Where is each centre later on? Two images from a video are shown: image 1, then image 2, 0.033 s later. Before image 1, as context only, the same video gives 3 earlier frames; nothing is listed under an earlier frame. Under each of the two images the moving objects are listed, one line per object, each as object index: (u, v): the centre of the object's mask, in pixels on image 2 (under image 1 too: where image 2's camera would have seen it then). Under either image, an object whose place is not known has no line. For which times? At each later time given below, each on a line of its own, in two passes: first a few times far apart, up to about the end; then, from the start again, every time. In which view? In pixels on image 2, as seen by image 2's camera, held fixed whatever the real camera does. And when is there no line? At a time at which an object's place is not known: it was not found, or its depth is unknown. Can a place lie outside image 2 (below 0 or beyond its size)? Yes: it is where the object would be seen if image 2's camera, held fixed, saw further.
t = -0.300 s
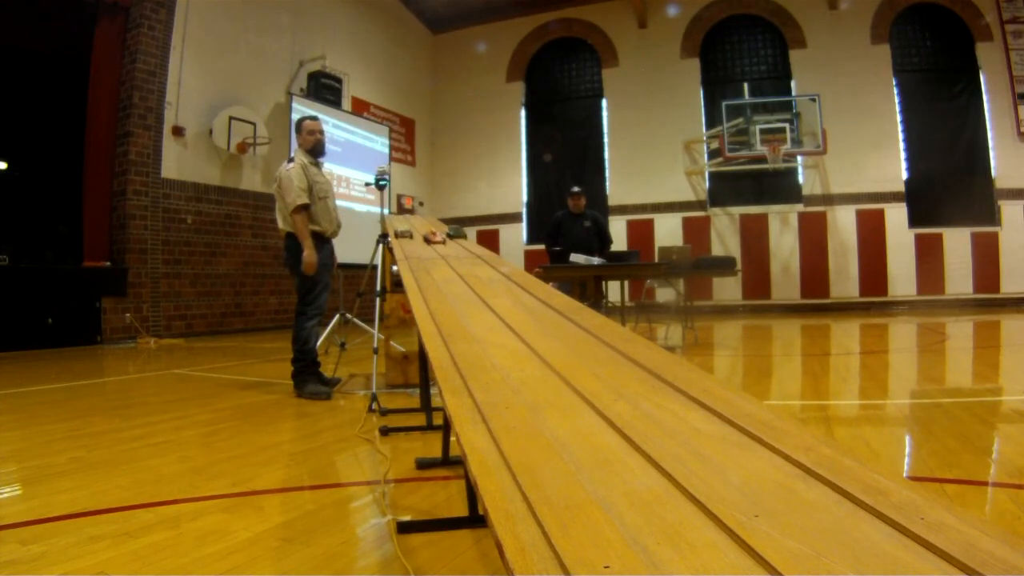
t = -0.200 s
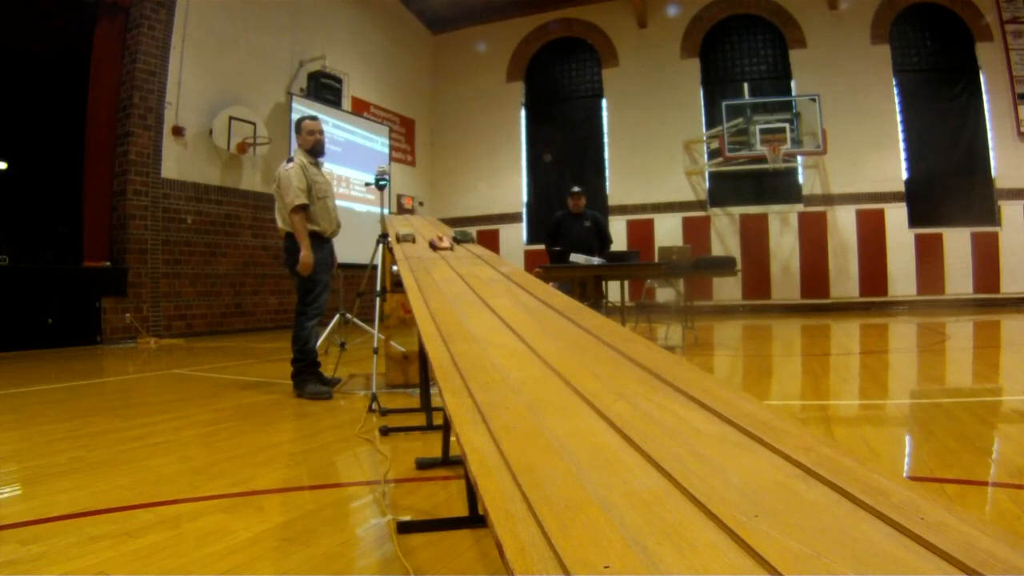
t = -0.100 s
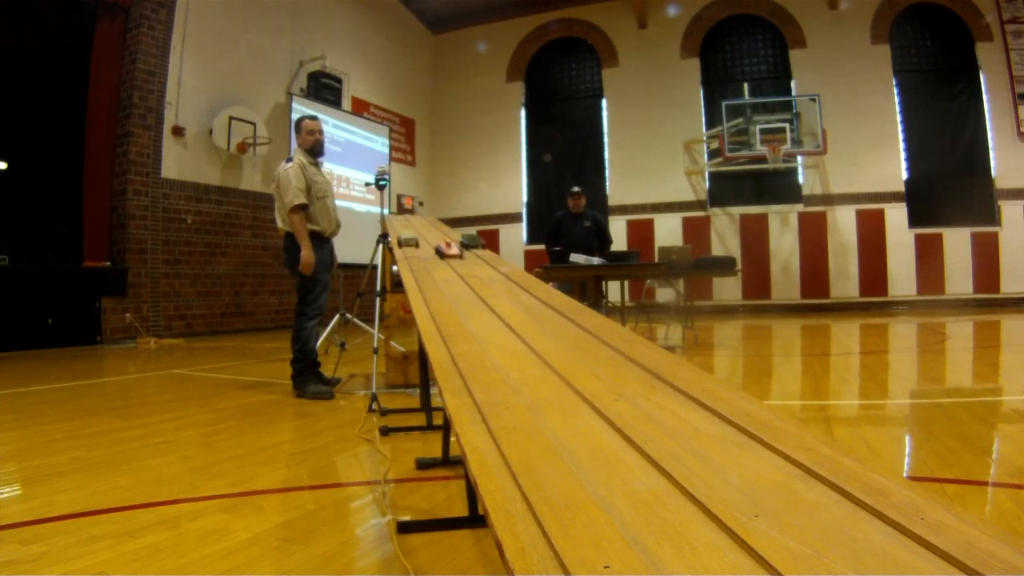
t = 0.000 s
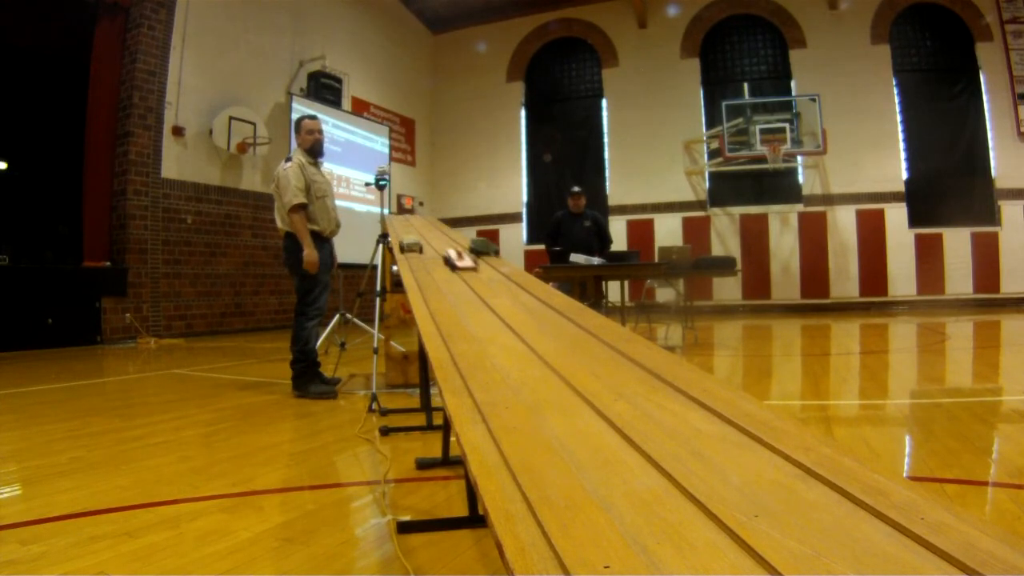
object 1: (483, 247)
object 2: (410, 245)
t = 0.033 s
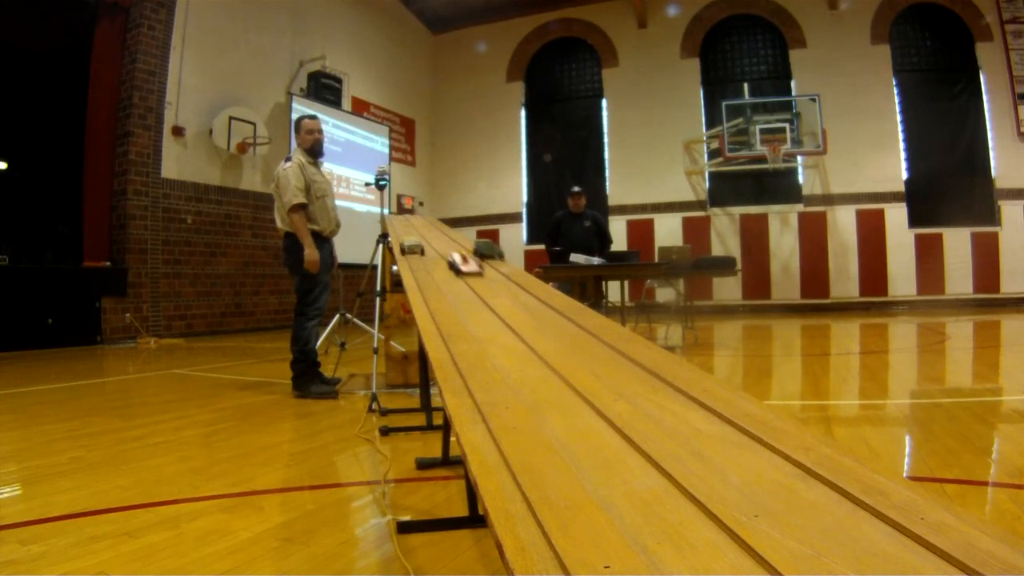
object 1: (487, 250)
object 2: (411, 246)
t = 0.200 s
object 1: (519, 269)
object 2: (419, 258)
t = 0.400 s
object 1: (600, 312)
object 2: (434, 283)
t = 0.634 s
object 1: (978, 514)
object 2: (476, 348)
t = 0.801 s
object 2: (595, 503)
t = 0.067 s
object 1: (493, 253)
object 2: (412, 248)
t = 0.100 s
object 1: (498, 256)
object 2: (414, 250)
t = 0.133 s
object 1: (504, 259)
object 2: (415, 252)
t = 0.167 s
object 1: (511, 264)
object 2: (417, 255)
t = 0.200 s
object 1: (519, 269)
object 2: (419, 258)
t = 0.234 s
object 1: (528, 274)
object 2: (421, 261)
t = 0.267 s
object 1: (540, 280)
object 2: (423, 265)
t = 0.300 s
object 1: (552, 286)
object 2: (424, 269)
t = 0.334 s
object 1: (565, 293)
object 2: (427, 273)
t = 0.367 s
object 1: (582, 302)
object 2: (430, 278)
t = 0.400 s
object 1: (600, 312)
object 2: (434, 283)
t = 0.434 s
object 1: (622, 325)
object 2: (437, 289)
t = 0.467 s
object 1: (654, 341)
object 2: (441, 296)
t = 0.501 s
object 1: (695, 364)
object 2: (446, 304)
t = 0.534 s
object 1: (745, 391)
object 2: (452, 312)
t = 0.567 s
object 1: (810, 424)
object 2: (459, 323)
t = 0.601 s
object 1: (910, 476)
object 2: (466, 334)
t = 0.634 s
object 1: (978, 514)
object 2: (476, 348)
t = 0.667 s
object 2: (488, 366)
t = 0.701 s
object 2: (504, 389)
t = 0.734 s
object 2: (527, 419)
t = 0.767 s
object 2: (563, 467)
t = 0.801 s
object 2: (595, 503)
